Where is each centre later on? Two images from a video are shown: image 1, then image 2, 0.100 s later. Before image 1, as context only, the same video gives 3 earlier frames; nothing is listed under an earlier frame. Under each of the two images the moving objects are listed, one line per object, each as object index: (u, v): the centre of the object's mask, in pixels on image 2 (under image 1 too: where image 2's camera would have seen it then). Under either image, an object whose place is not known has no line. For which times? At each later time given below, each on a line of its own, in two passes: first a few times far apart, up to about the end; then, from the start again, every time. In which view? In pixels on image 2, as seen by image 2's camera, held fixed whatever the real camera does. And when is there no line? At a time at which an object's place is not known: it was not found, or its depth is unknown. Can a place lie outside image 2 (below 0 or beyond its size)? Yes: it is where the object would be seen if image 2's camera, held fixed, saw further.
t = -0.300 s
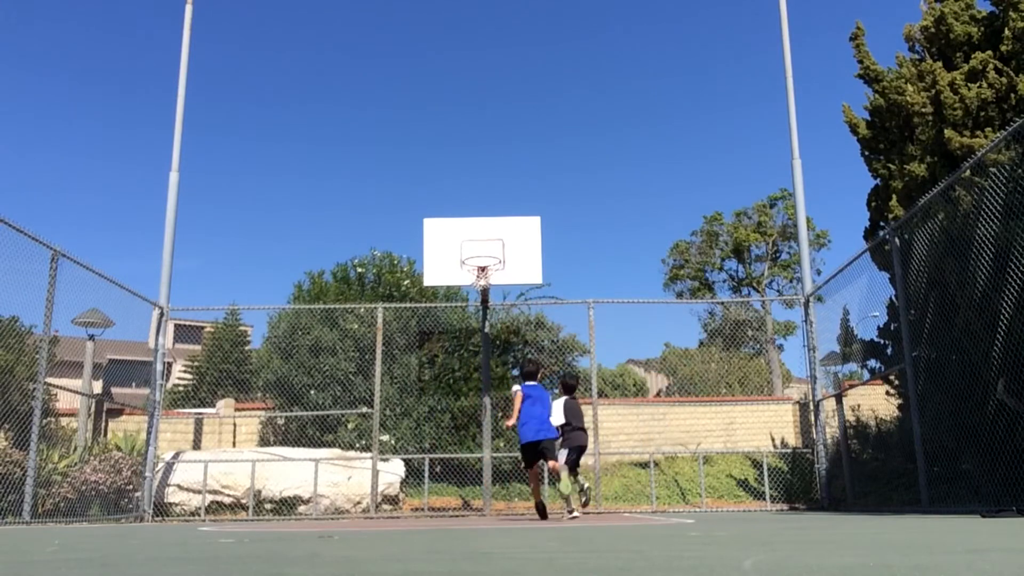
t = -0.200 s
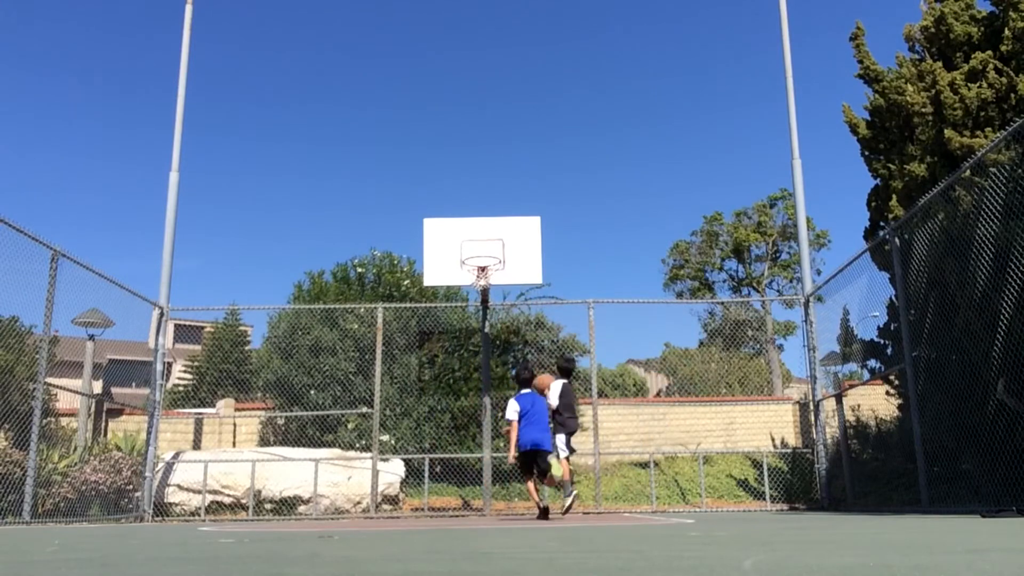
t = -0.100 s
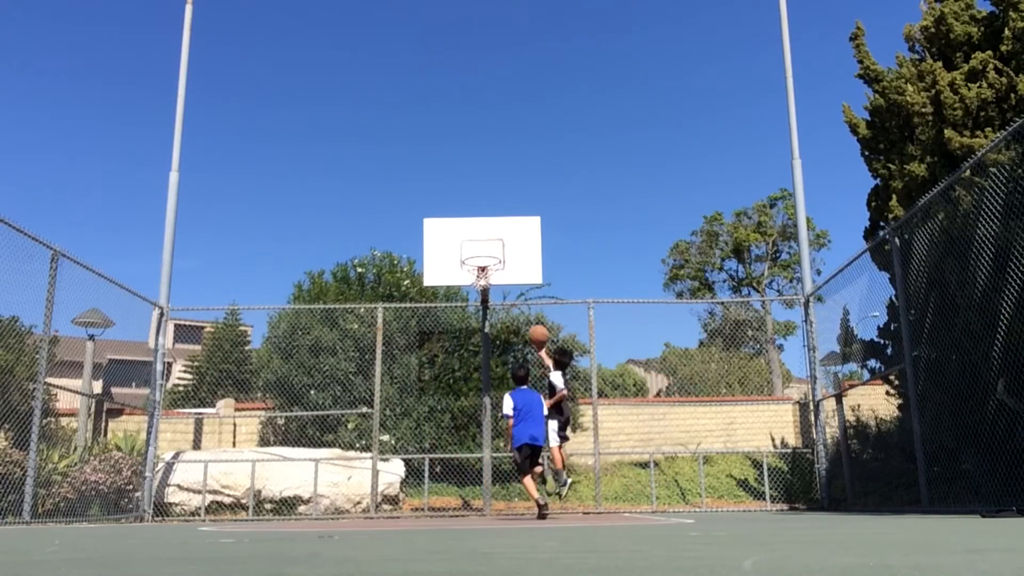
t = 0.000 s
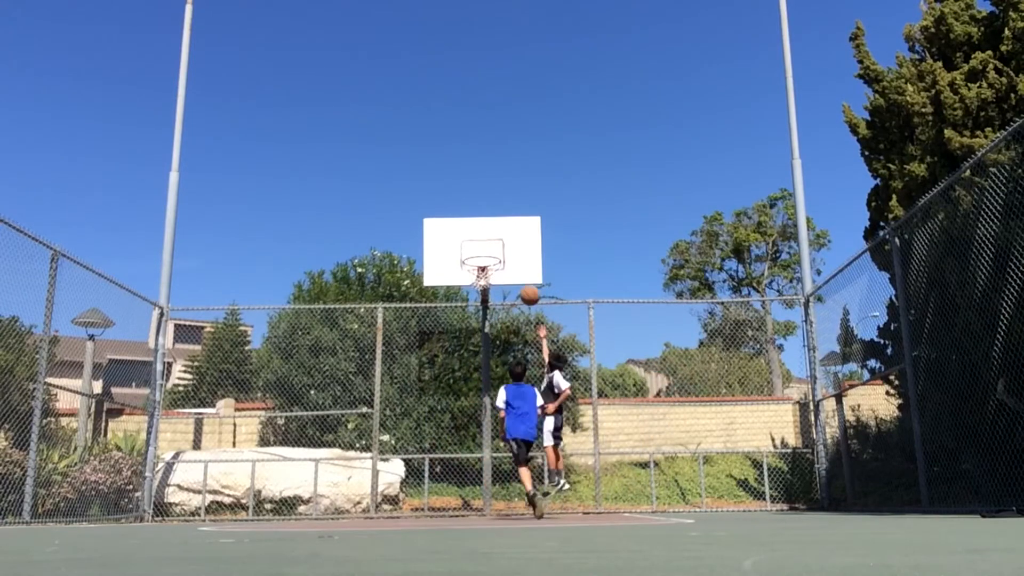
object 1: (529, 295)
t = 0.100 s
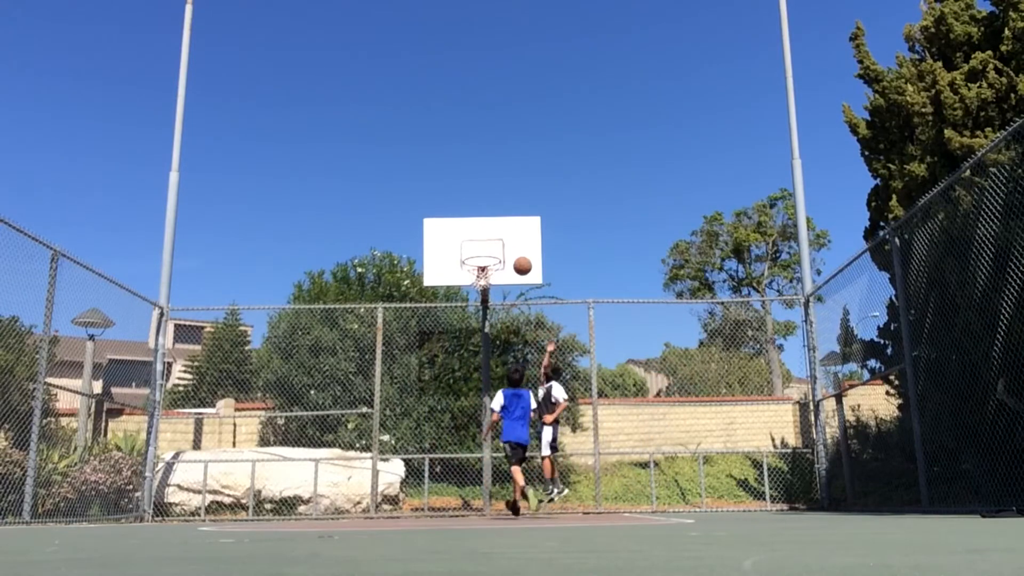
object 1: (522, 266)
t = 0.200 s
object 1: (515, 246)
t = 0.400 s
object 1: (502, 232)
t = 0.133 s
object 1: (520, 258)
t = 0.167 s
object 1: (518, 252)
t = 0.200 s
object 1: (515, 246)
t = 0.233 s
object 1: (513, 242)
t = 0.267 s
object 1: (511, 238)
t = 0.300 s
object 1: (509, 235)
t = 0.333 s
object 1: (506, 233)
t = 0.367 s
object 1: (504, 232)
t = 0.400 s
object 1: (502, 232)
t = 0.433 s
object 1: (500, 233)
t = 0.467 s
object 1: (498, 234)
